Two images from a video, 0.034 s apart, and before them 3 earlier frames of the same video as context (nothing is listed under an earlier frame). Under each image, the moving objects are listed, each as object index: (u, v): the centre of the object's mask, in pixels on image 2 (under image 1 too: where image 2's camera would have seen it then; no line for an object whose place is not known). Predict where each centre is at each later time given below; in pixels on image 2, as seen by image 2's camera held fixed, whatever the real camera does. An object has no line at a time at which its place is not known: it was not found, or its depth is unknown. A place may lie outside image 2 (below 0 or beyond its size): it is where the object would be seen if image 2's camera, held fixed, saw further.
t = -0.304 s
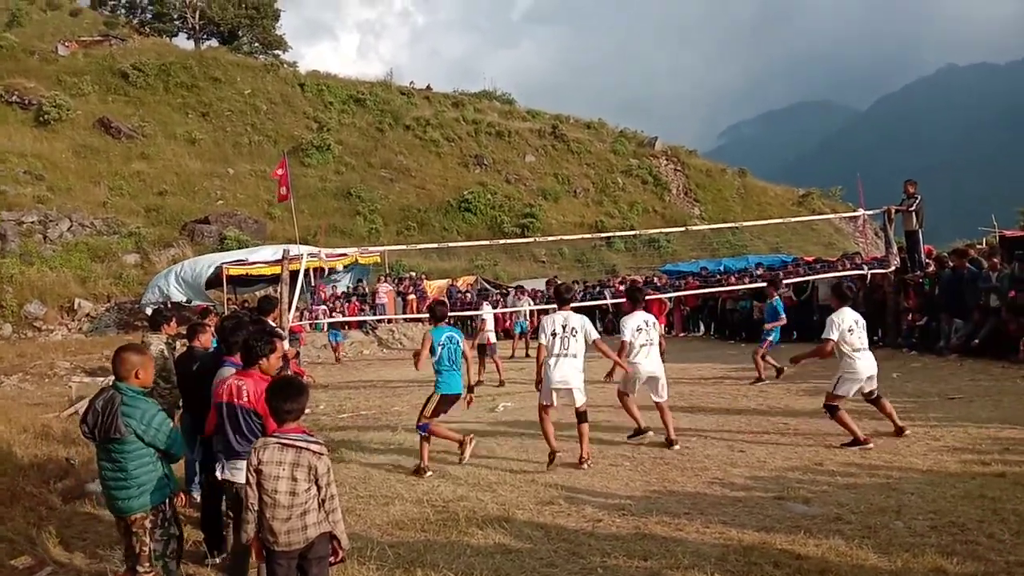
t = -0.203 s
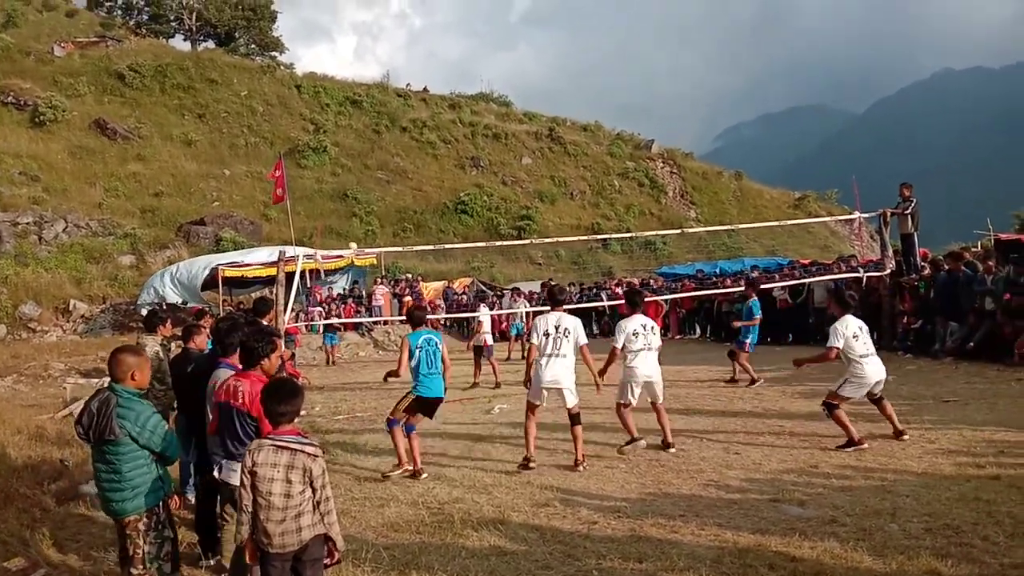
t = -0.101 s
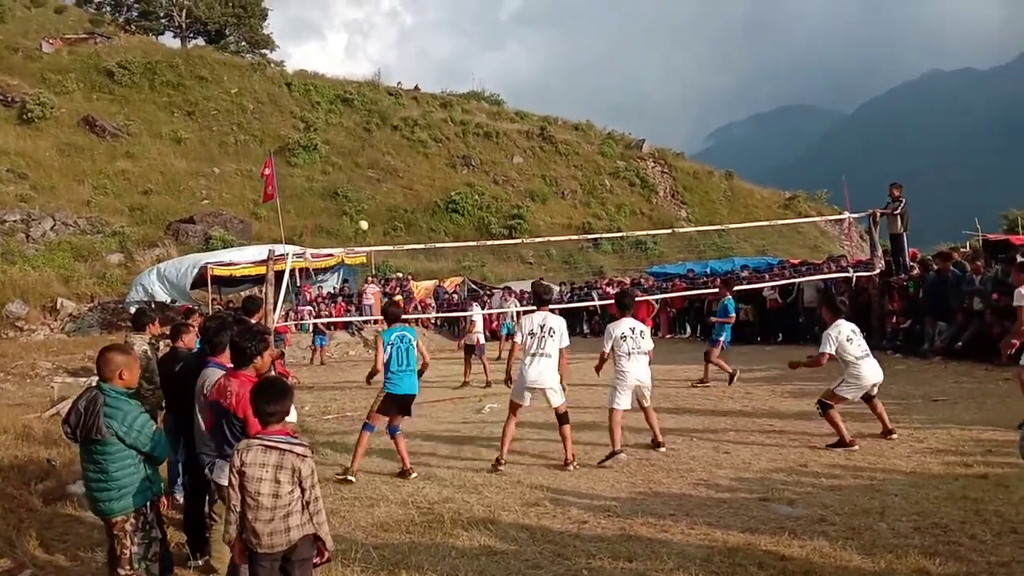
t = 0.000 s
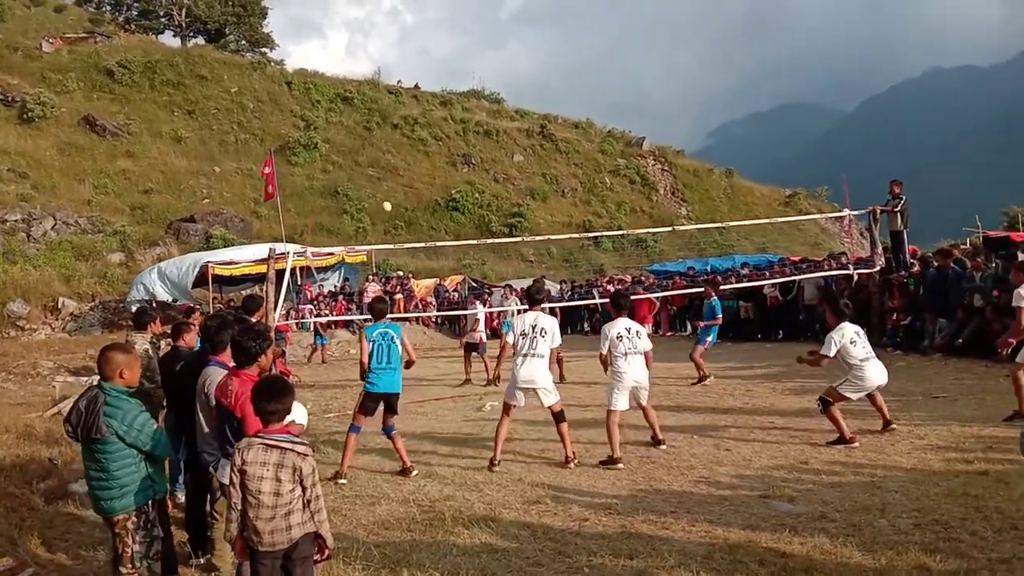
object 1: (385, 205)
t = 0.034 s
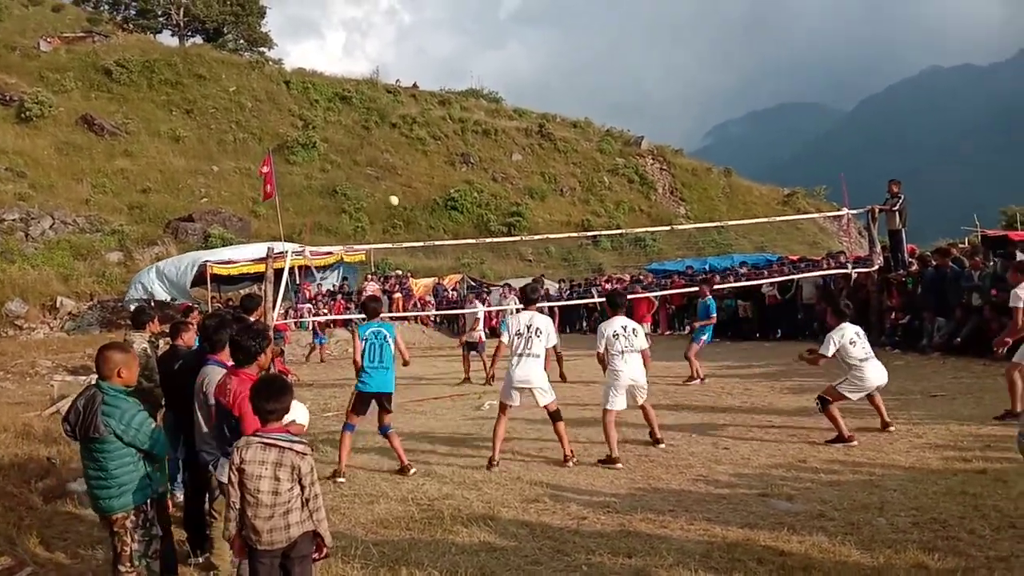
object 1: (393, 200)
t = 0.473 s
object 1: (547, 181)
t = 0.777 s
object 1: (737, 256)
